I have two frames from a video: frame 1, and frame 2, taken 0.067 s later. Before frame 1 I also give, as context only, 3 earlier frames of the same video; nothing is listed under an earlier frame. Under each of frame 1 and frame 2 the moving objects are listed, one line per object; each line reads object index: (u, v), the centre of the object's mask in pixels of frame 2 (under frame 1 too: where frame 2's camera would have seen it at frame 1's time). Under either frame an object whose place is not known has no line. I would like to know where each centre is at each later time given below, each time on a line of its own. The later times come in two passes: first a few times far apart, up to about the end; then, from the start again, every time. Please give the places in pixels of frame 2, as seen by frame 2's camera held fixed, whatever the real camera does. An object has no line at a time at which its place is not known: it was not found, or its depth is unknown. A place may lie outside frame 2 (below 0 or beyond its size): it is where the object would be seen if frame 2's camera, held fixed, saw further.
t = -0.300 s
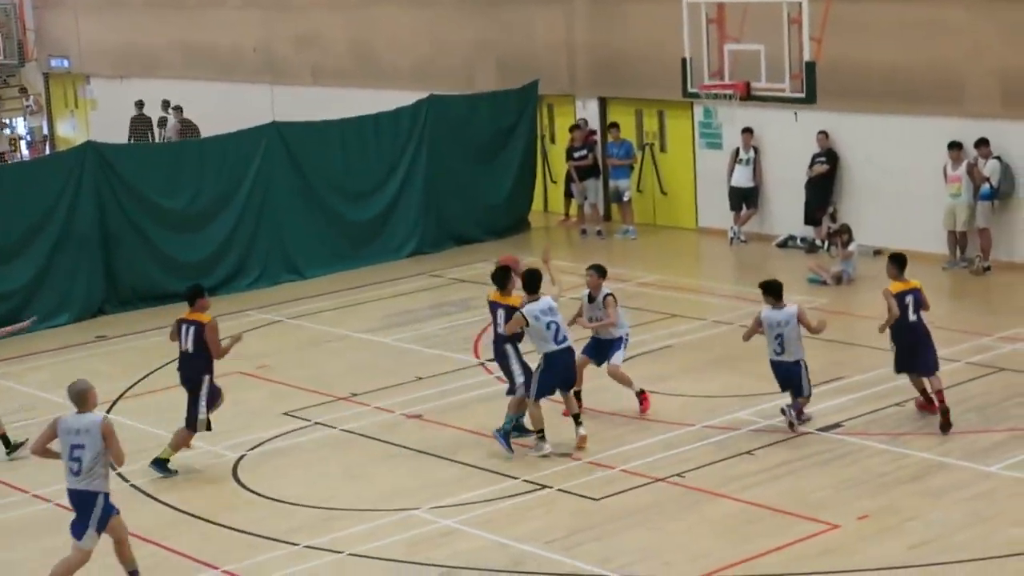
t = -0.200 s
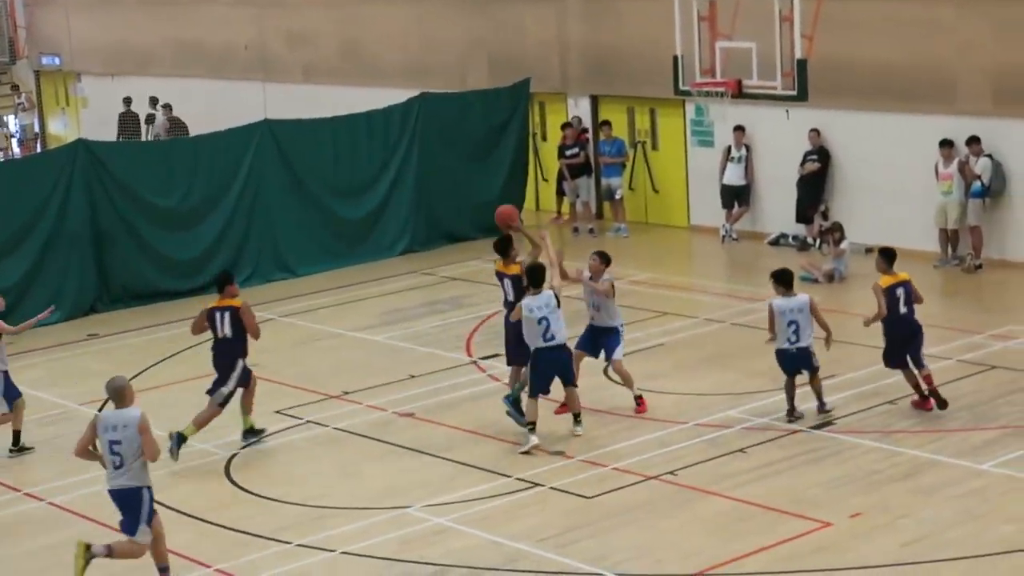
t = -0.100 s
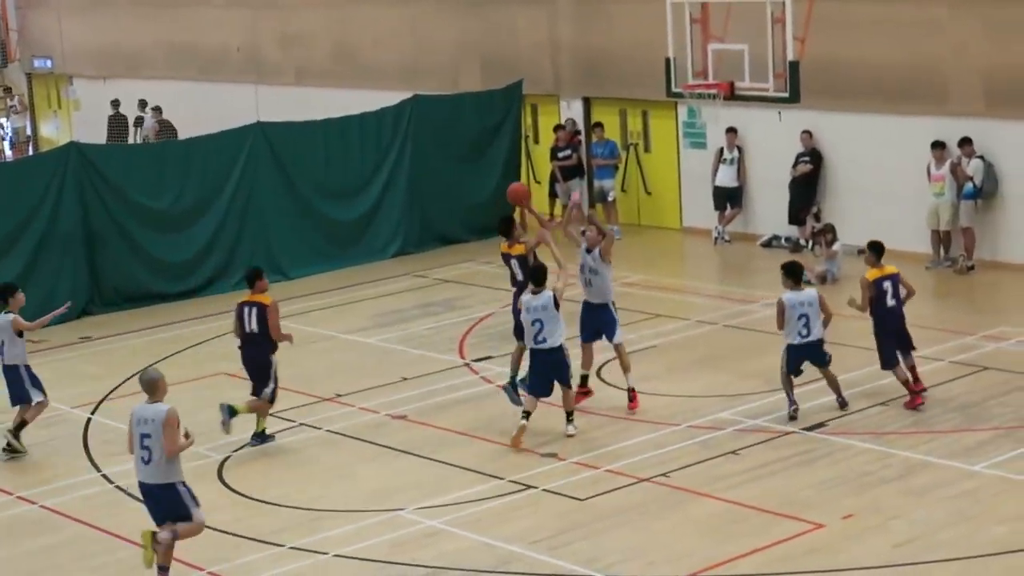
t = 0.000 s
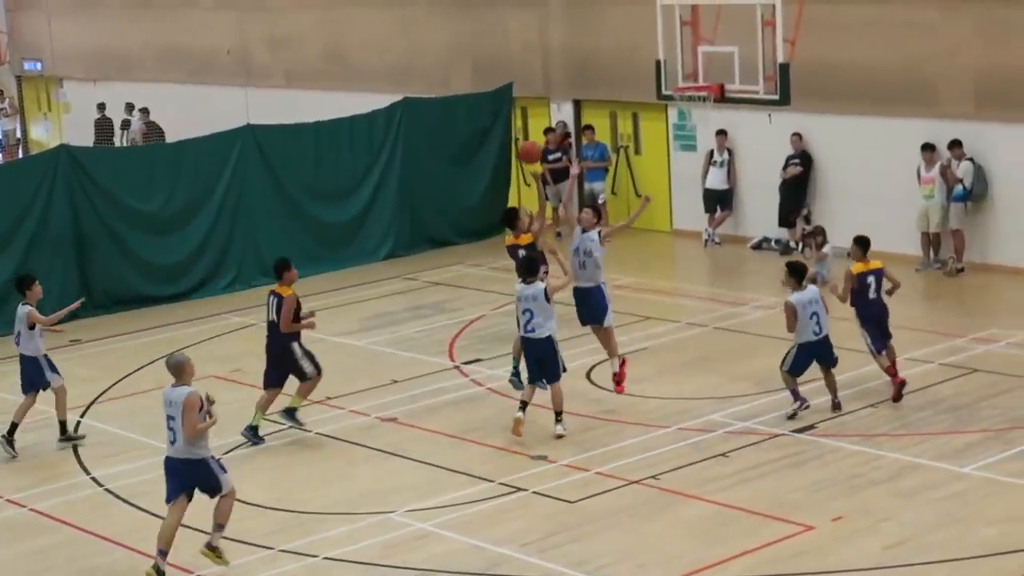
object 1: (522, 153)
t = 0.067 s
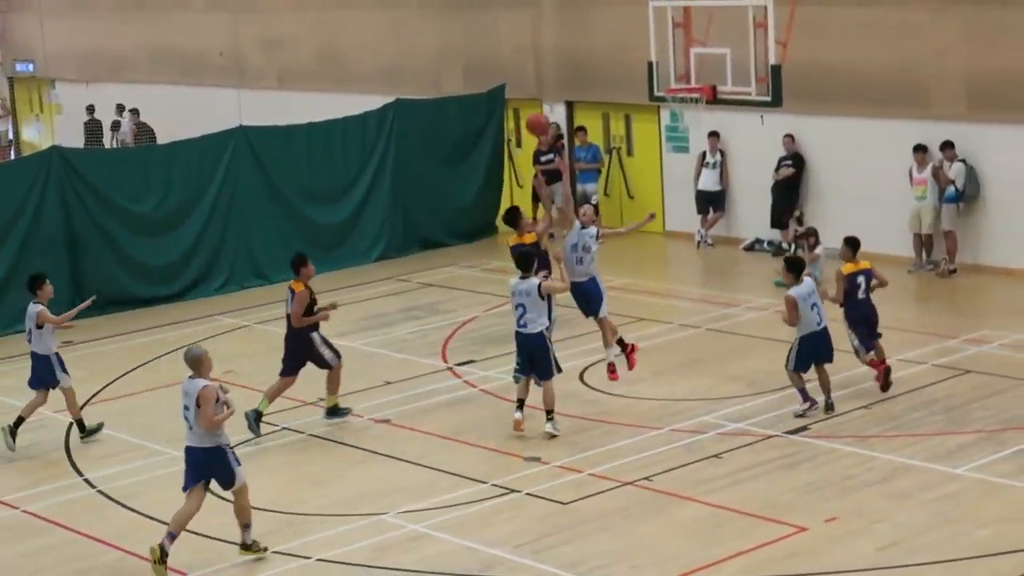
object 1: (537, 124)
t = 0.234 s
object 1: (576, 70)
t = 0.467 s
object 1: (627, 42)
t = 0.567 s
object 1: (650, 46)
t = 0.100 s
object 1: (545, 110)
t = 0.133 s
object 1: (553, 99)
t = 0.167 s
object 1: (560, 89)
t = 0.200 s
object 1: (567, 79)
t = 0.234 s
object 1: (576, 70)
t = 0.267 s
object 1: (583, 63)
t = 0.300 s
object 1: (591, 57)
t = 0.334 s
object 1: (598, 52)
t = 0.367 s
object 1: (605, 47)
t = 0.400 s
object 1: (613, 45)
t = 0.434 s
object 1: (620, 43)
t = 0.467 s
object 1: (627, 42)
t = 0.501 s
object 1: (635, 43)
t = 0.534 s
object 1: (642, 44)
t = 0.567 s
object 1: (650, 46)
